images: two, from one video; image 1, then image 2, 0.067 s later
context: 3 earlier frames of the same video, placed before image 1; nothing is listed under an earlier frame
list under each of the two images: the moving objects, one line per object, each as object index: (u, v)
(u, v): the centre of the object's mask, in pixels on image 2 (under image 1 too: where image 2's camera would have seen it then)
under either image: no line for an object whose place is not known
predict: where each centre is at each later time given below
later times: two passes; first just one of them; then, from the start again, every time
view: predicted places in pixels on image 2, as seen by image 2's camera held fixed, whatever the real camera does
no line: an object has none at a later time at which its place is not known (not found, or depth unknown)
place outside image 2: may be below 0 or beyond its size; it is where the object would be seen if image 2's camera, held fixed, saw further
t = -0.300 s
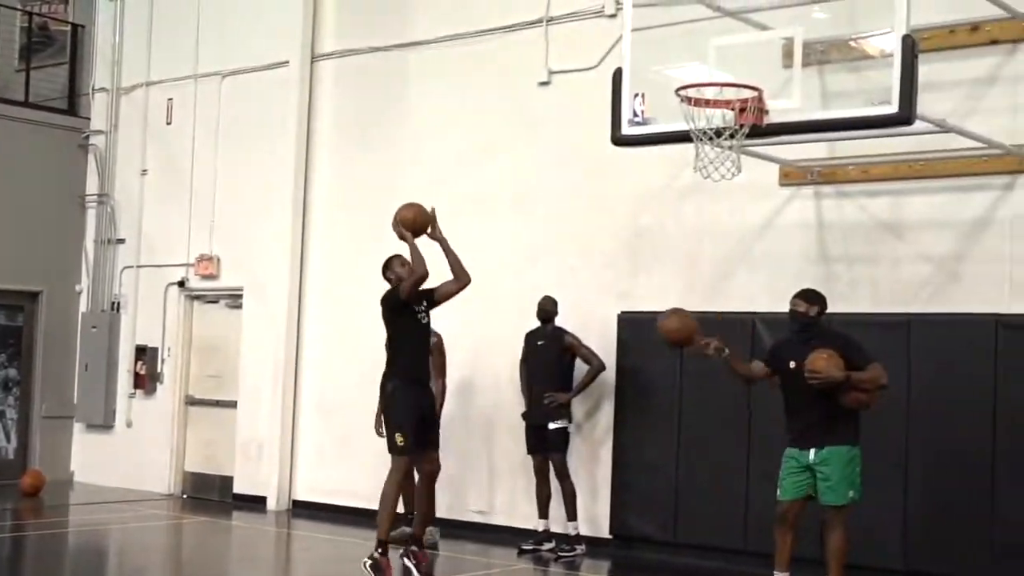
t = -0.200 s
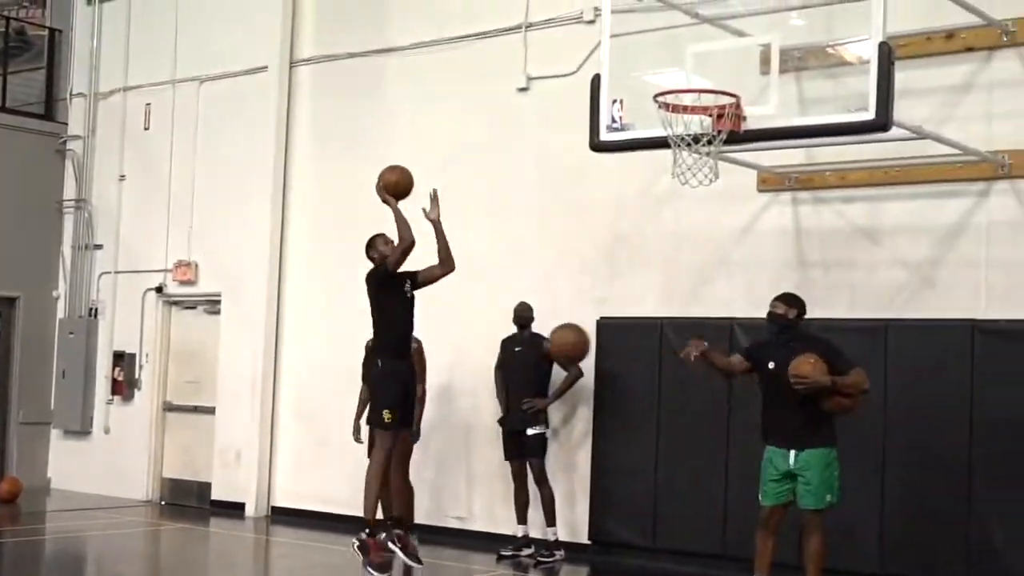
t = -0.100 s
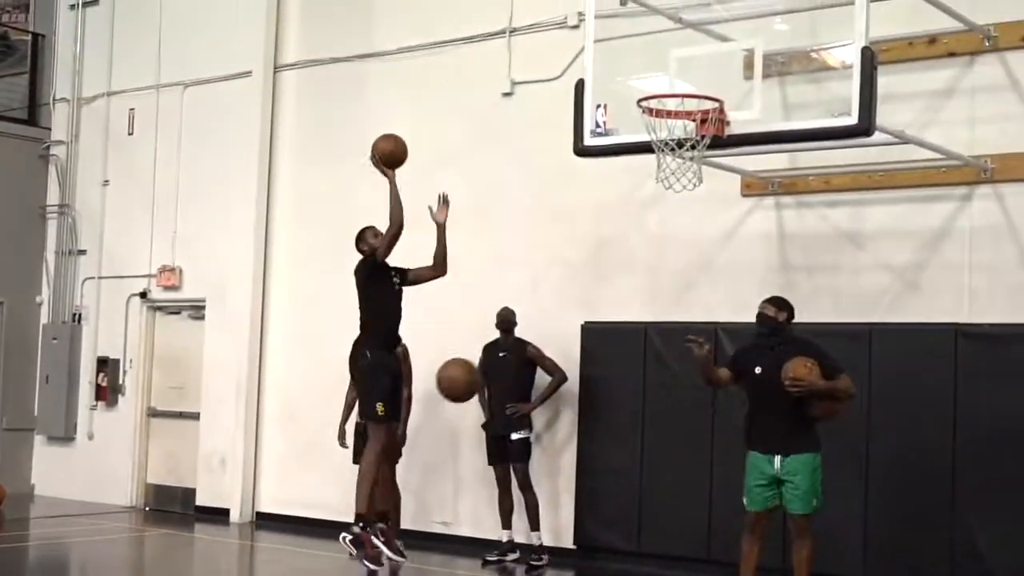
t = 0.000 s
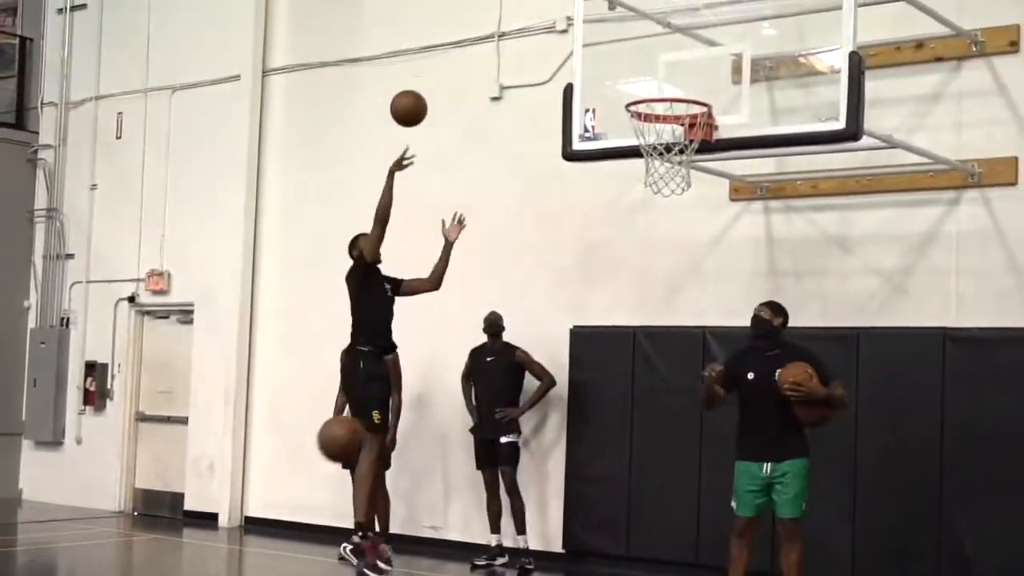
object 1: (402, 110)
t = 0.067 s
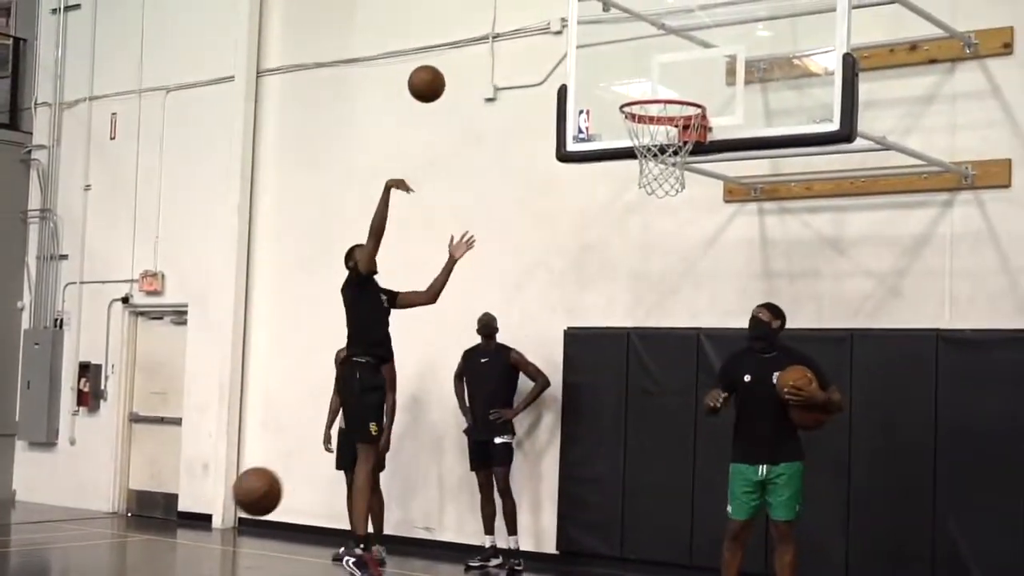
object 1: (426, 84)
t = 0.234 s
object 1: (488, 47)
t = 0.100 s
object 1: (438, 73)
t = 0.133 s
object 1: (451, 64)
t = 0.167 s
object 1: (463, 57)
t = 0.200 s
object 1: (475, 51)
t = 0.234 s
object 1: (488, 47)
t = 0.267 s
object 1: (500, 44)
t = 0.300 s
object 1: (512, 43)
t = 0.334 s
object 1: (525, 44)
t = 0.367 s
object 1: (537, 47)
